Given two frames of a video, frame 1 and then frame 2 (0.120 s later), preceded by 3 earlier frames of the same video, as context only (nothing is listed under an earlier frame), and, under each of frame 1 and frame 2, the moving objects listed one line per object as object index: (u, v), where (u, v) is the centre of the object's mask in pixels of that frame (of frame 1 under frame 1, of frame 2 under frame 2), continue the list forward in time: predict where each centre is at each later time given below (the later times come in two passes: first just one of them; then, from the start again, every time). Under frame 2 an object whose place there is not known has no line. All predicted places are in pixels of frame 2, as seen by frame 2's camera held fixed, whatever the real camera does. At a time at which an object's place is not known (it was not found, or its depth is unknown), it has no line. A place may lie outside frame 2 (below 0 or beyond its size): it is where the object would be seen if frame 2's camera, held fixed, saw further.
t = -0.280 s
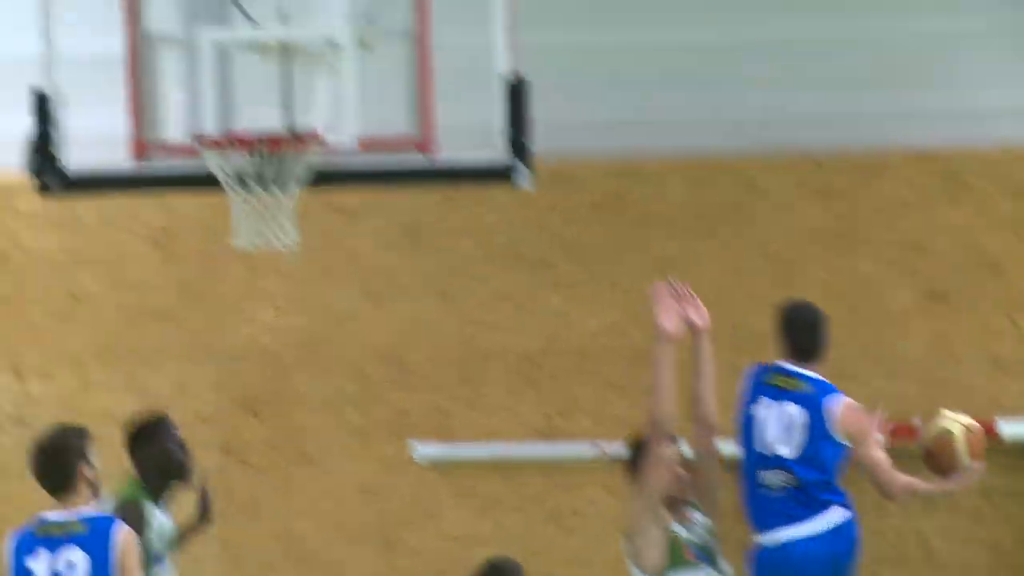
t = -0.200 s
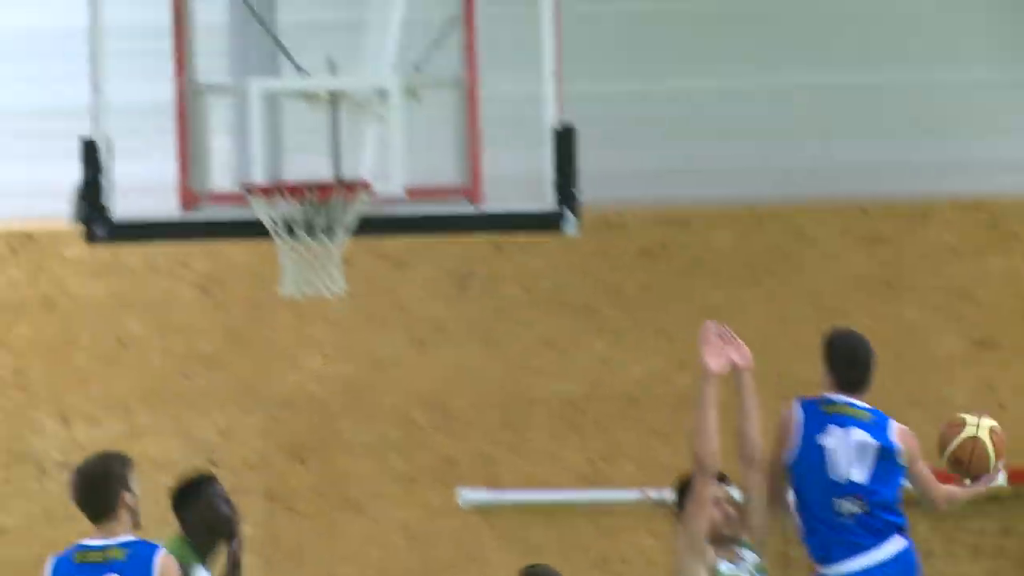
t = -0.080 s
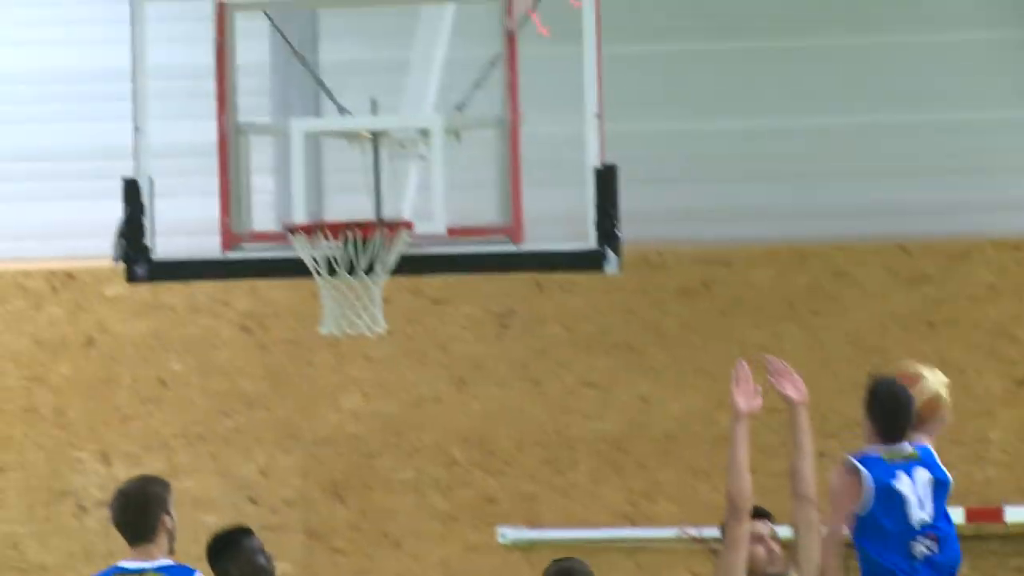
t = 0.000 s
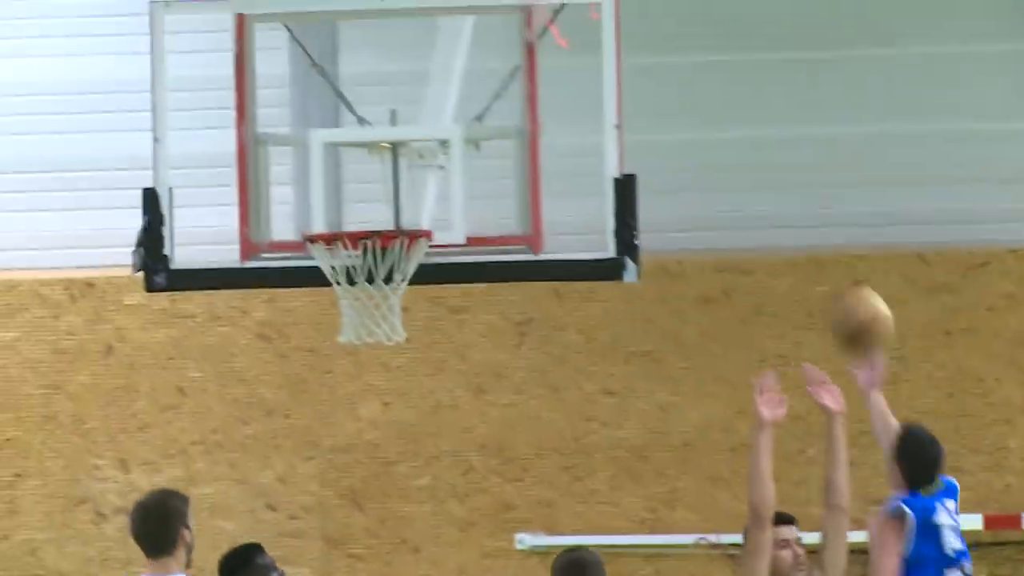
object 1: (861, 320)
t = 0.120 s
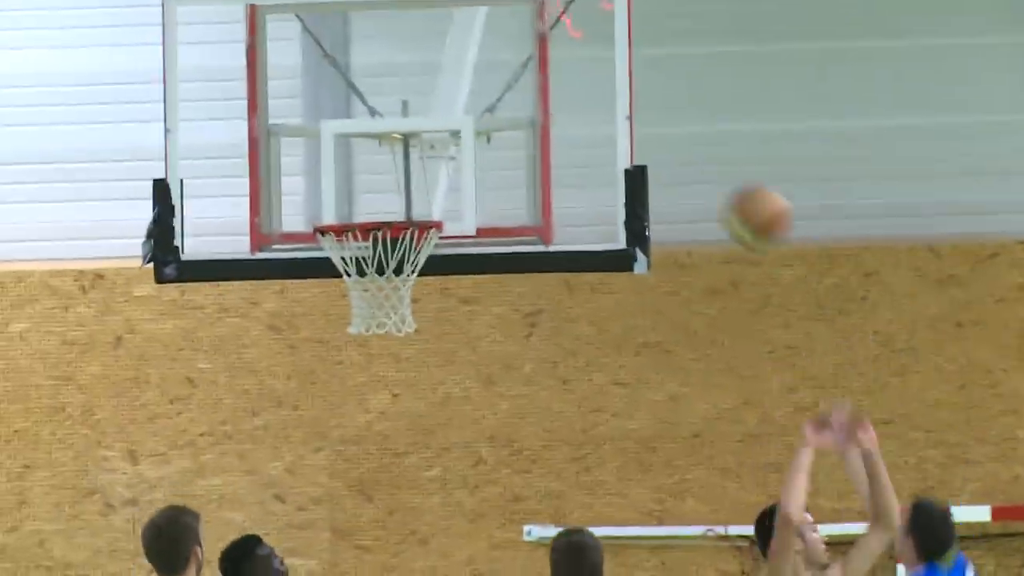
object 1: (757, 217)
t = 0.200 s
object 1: (685, 174)
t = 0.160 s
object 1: (721, 194)
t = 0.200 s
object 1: (685, 174)
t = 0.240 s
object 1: (649, 158)
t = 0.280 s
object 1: (611, 147)
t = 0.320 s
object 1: (575, 139)
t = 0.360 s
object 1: (539, 136)
